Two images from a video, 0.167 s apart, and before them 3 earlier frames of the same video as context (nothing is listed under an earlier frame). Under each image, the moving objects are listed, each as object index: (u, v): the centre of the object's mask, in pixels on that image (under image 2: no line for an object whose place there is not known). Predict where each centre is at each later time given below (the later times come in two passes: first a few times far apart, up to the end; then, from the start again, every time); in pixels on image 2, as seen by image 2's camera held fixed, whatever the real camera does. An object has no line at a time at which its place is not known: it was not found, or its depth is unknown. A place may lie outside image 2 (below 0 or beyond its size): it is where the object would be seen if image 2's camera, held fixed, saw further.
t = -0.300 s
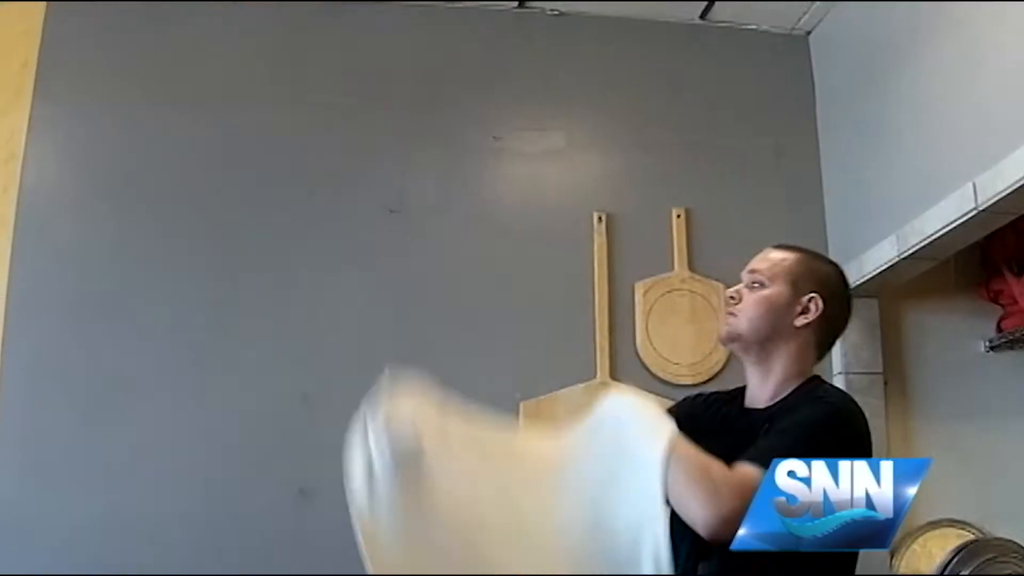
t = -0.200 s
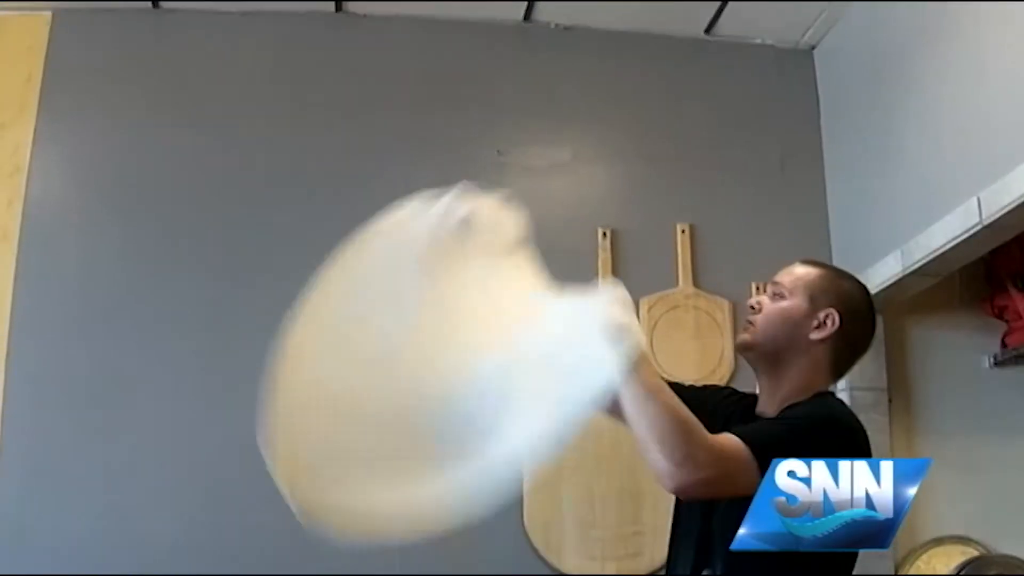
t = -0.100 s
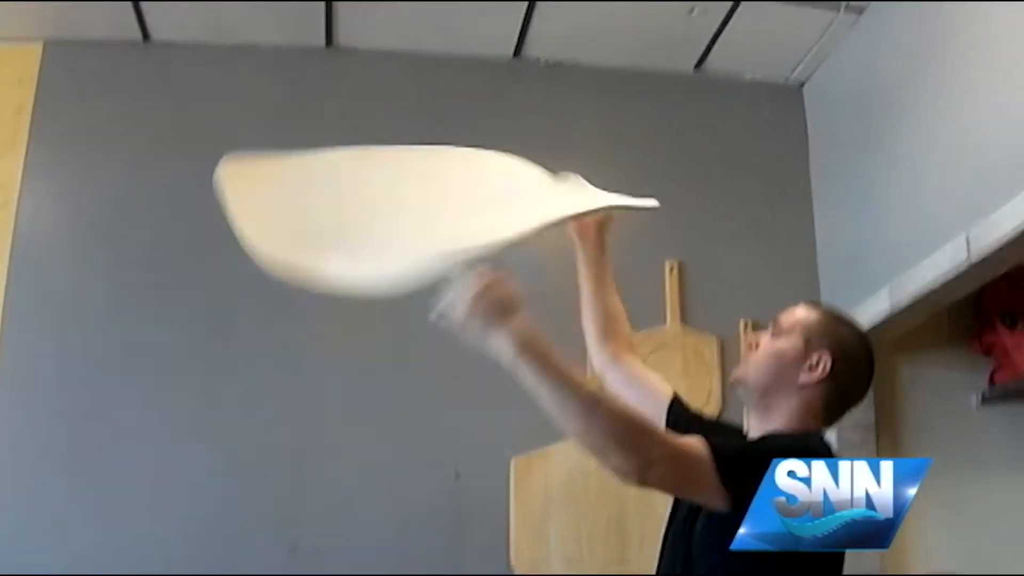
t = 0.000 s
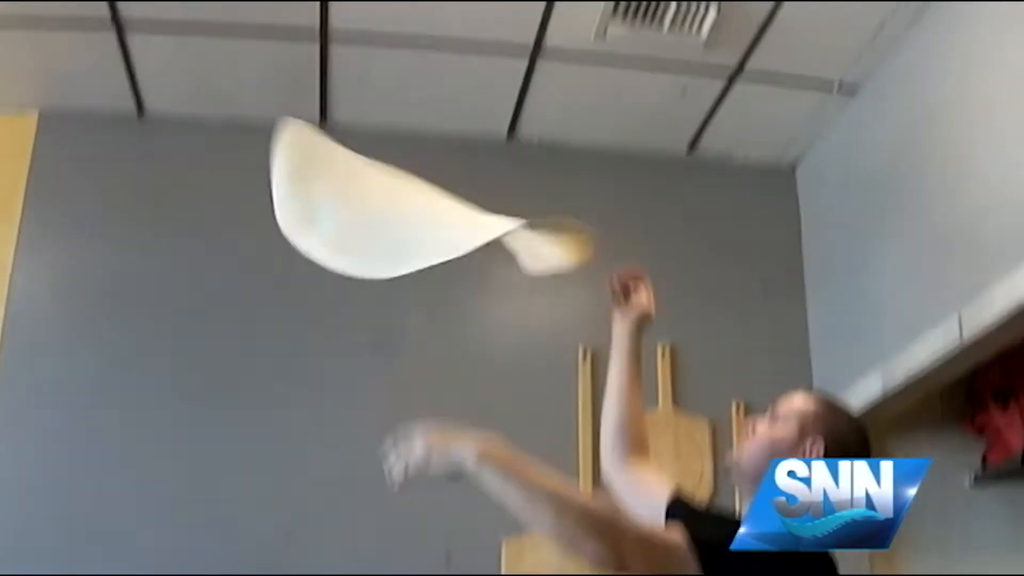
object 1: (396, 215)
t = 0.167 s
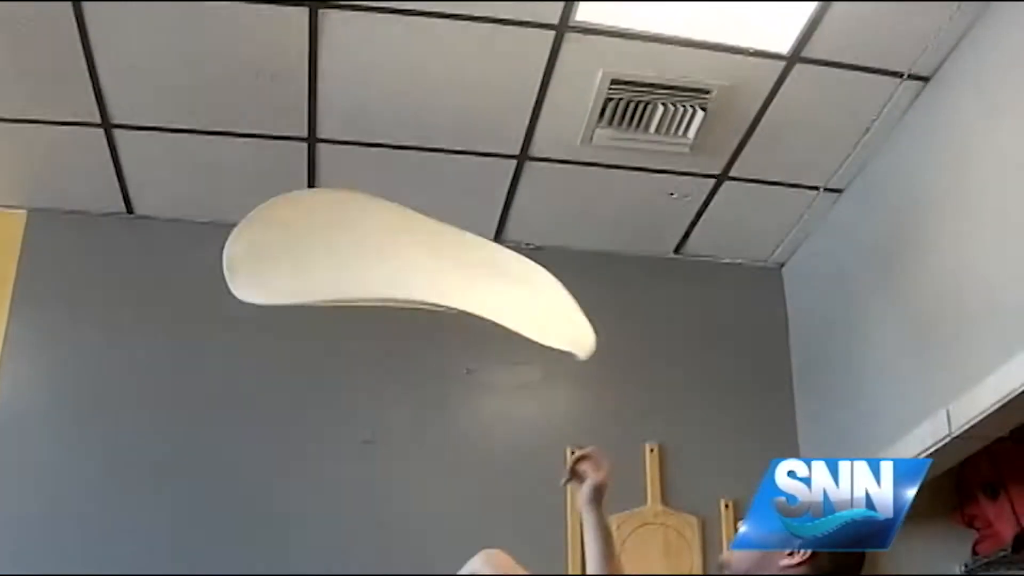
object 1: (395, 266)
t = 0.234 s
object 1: (391, 274)
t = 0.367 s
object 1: (425, 337)
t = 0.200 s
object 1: (392, 268)
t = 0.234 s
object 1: (391, 274)
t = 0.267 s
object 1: (394, 286)
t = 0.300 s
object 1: (402, 297)
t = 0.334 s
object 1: (419, 317)
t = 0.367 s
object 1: (425, 337)
